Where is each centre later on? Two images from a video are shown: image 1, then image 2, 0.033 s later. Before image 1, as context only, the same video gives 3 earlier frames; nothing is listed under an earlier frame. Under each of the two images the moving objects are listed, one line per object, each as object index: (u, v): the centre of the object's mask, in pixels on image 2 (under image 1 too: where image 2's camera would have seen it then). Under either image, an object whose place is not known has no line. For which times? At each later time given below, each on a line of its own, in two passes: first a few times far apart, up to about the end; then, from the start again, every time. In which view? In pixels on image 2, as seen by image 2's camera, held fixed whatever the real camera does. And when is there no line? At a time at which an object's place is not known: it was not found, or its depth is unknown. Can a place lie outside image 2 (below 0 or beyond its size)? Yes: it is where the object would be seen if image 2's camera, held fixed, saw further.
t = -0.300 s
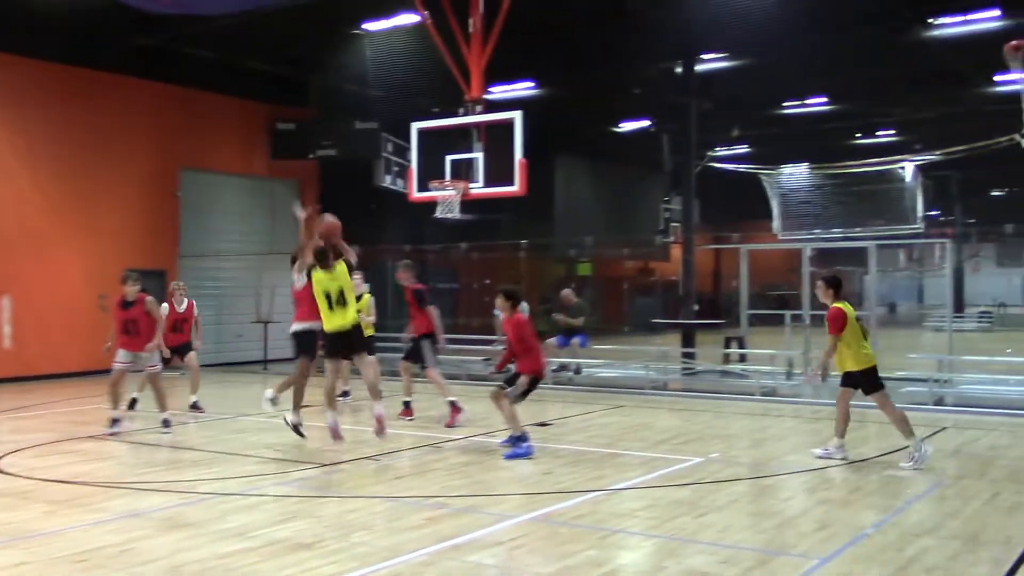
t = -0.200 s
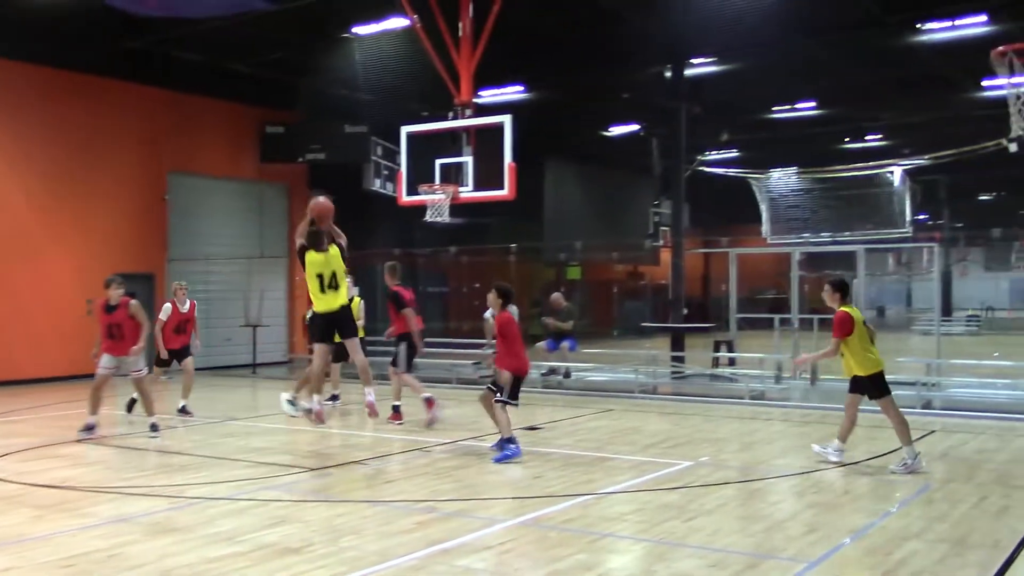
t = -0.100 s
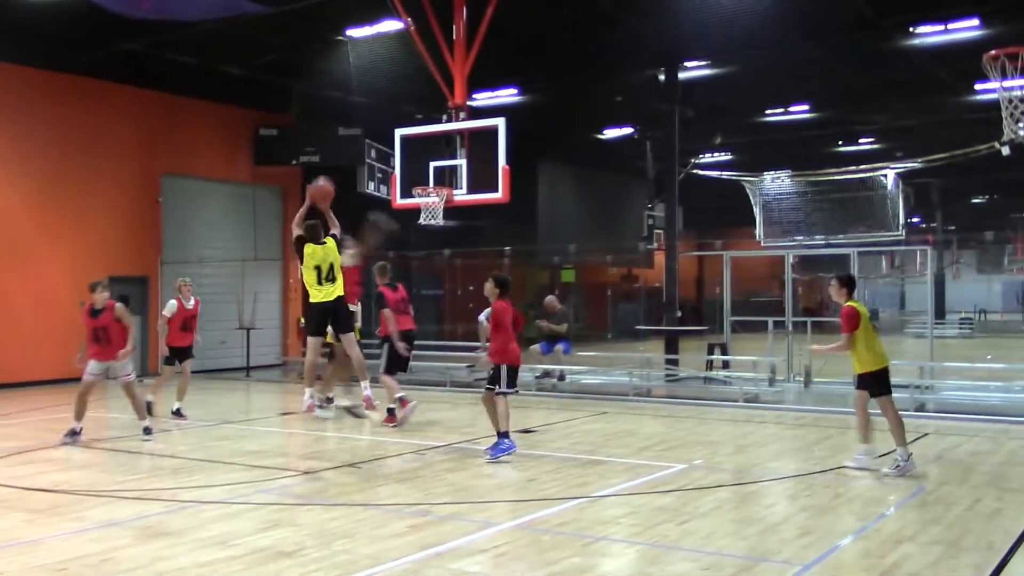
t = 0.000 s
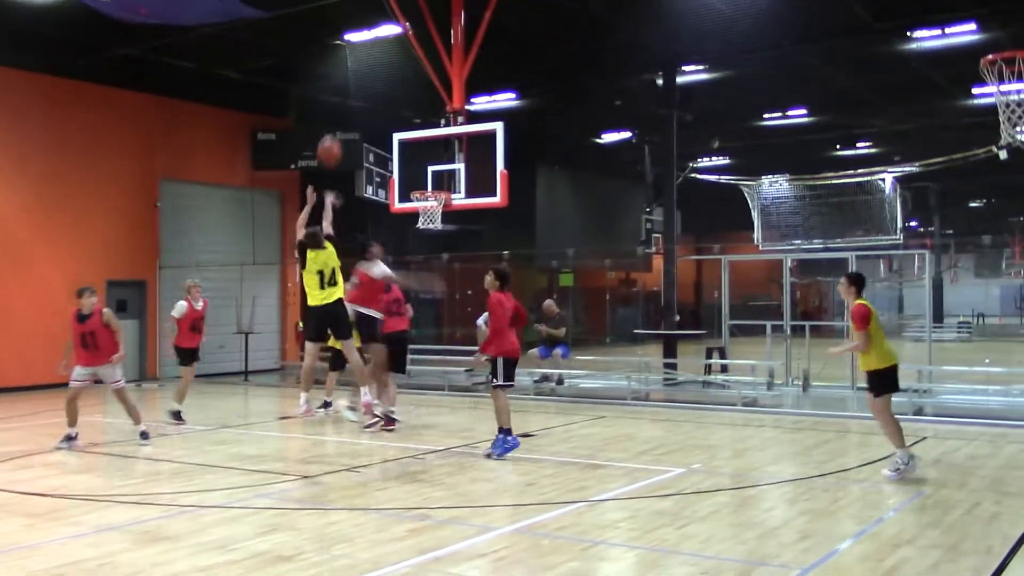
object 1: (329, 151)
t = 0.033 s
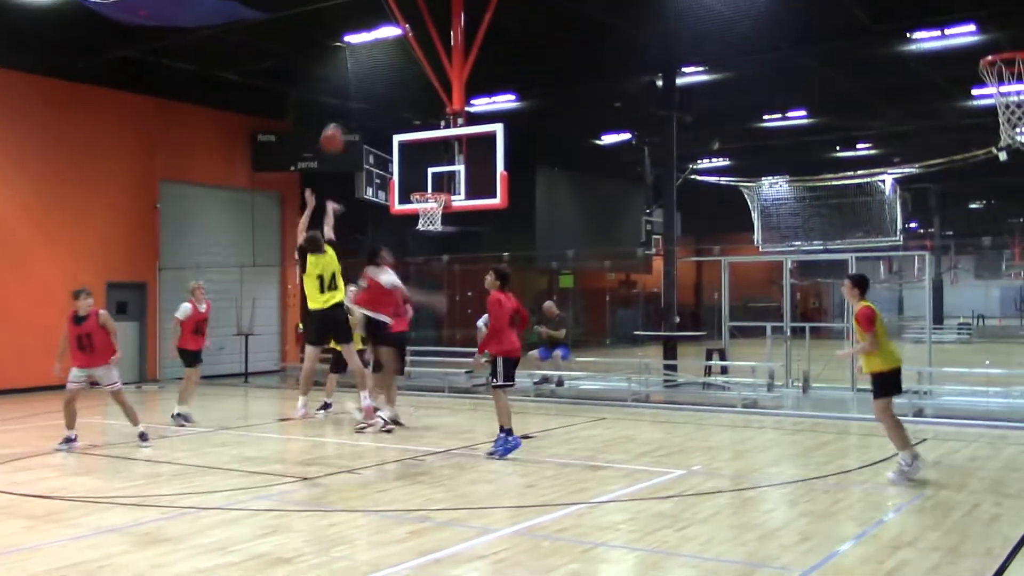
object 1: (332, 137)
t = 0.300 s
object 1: (355, 79)
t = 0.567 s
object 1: (374, 85)
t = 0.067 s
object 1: (335, 125)
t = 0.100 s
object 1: (338, 115)
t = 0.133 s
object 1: (340, 104)
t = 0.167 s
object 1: (344, 97)
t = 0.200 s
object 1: (346, 92)
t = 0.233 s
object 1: (350, 86)
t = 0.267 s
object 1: (352, 82)
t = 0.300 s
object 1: (355, 79)
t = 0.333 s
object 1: (358, 76)
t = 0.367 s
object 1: (360, 75)
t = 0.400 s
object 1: (362, 75)
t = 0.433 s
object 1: (365, 75)
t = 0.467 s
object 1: (367, 76)
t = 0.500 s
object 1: (370, 79)
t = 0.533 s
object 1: (371, 81)
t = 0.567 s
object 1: (374, 85)
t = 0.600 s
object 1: (376, 90)
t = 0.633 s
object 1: (378, 96)
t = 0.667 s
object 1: (380, 102)
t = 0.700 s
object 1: (382, 109)
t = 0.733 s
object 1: (385, 117)
